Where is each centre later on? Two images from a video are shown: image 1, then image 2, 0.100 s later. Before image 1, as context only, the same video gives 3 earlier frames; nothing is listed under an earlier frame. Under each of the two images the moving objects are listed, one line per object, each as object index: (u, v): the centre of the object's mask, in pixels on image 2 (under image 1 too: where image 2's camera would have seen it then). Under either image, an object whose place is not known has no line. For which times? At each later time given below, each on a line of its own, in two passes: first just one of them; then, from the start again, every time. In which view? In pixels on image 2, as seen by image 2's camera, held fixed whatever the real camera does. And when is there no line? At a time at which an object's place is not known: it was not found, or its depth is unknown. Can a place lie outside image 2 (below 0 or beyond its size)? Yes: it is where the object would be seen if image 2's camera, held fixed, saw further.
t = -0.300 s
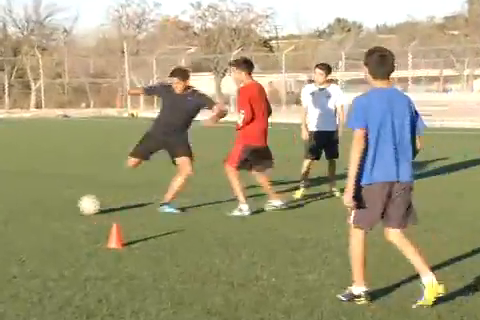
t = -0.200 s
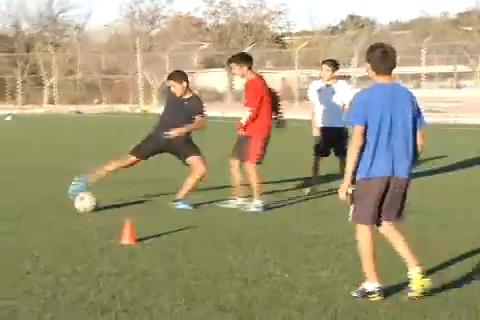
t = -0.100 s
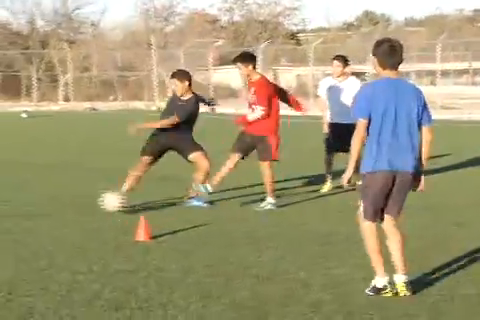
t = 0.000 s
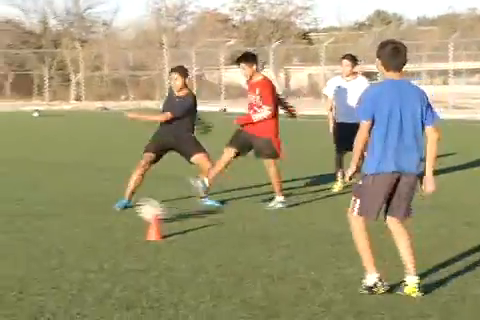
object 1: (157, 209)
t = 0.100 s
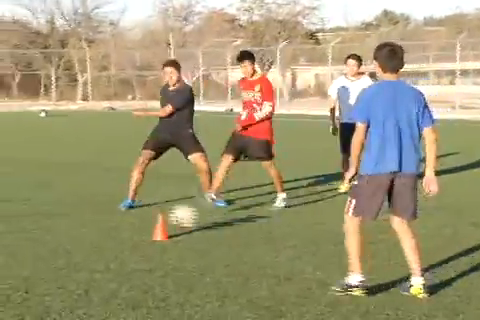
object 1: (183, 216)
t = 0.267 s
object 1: (230, 237)
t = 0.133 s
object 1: (191, 218)
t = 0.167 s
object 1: (201, 221)
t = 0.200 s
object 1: (210, 225)
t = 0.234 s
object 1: (221, 232)
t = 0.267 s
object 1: (230, 237)
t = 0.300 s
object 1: (238, 239)
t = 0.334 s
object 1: (247, 240)
